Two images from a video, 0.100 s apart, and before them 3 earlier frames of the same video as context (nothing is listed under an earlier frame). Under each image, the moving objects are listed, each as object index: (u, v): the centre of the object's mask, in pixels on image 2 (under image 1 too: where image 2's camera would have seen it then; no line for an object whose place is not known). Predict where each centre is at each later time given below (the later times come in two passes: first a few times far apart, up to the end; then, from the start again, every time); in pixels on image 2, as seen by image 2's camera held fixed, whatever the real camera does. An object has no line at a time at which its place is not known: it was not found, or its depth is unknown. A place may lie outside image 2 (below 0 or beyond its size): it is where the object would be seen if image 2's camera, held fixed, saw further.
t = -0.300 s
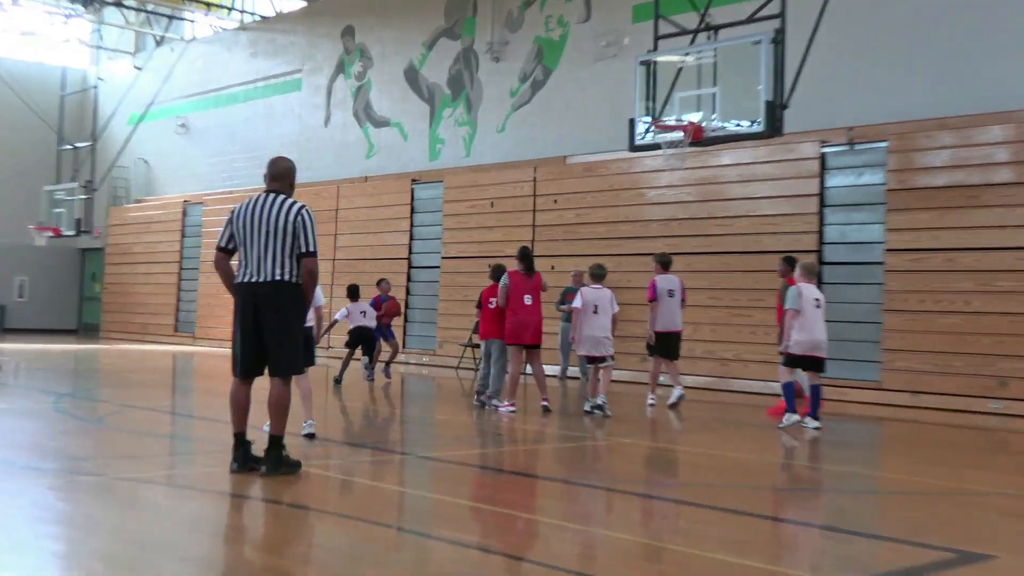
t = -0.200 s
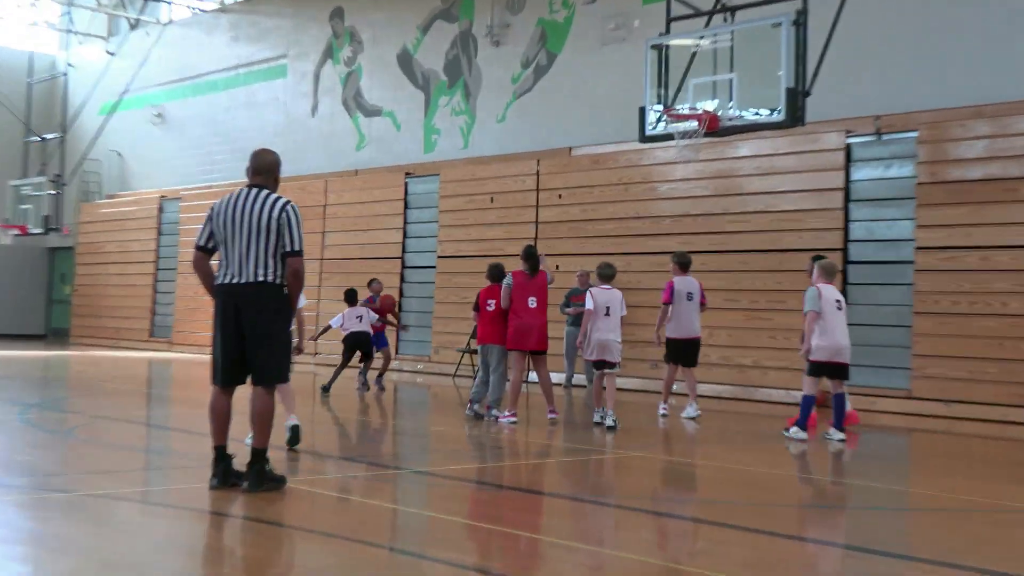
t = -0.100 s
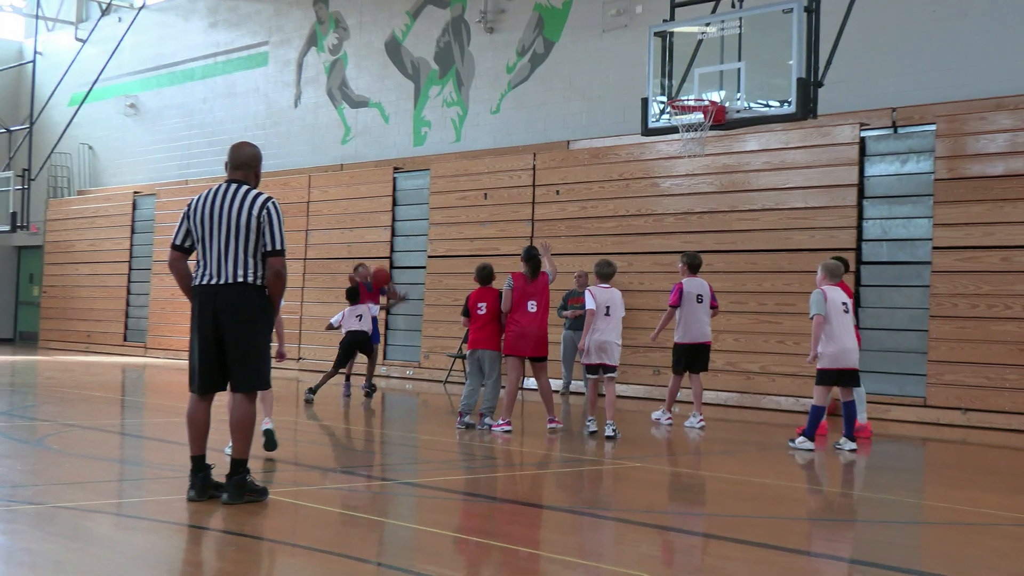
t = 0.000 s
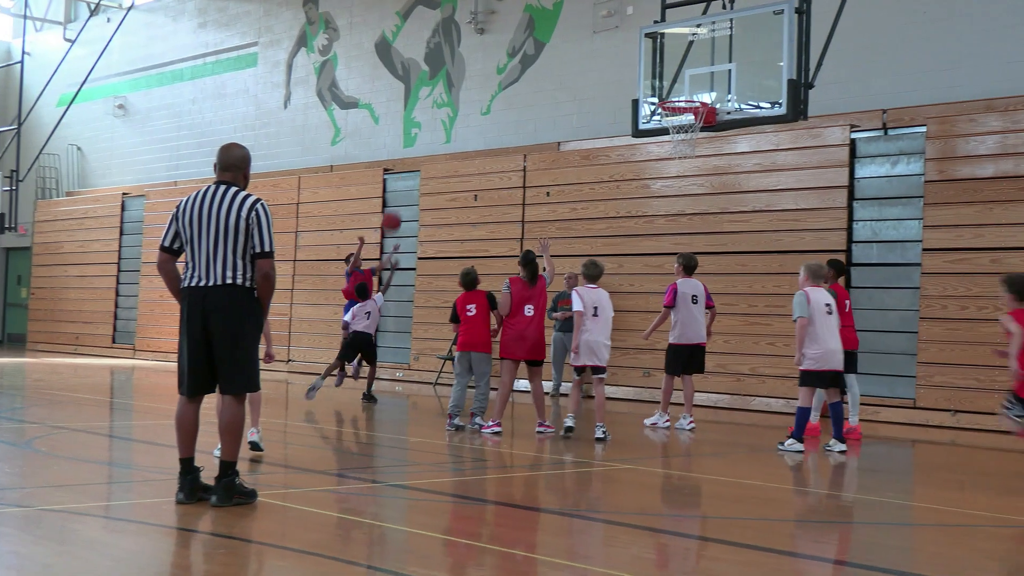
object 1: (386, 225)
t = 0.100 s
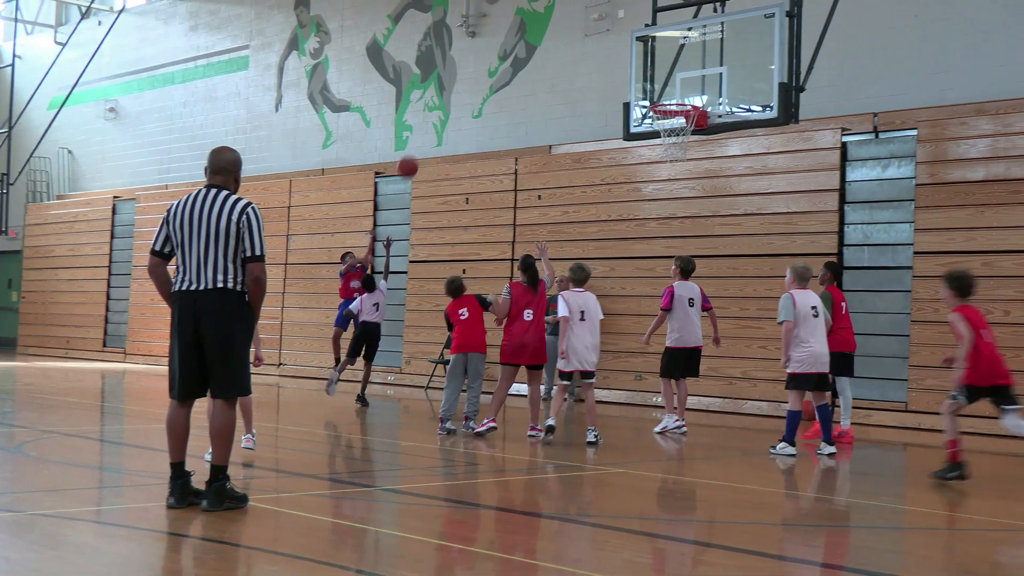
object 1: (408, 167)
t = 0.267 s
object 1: (445, 91)
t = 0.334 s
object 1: (461, 67)
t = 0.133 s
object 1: (415, 149)
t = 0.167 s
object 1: (423, 132)
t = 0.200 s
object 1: (430, 117)
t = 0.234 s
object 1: (438, 105)
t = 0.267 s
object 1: (445, 91)
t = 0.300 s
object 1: (454, 78)
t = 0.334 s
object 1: (461, 67)
